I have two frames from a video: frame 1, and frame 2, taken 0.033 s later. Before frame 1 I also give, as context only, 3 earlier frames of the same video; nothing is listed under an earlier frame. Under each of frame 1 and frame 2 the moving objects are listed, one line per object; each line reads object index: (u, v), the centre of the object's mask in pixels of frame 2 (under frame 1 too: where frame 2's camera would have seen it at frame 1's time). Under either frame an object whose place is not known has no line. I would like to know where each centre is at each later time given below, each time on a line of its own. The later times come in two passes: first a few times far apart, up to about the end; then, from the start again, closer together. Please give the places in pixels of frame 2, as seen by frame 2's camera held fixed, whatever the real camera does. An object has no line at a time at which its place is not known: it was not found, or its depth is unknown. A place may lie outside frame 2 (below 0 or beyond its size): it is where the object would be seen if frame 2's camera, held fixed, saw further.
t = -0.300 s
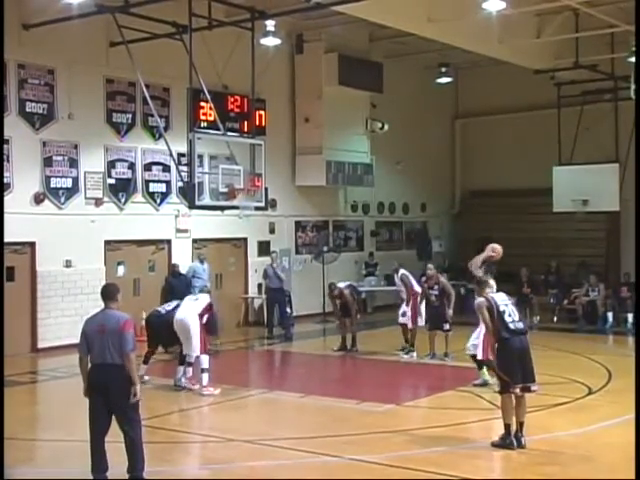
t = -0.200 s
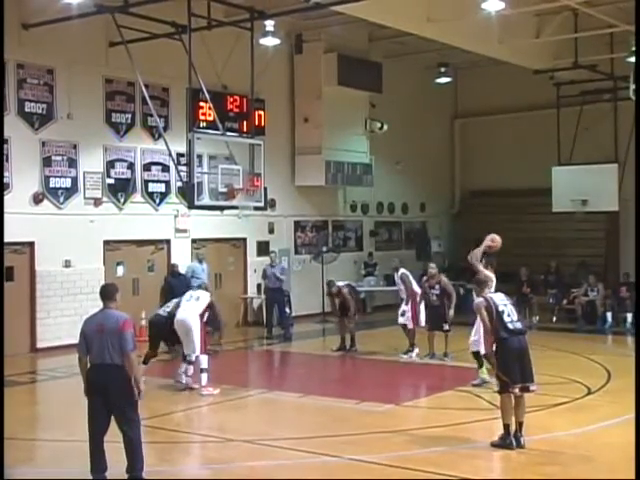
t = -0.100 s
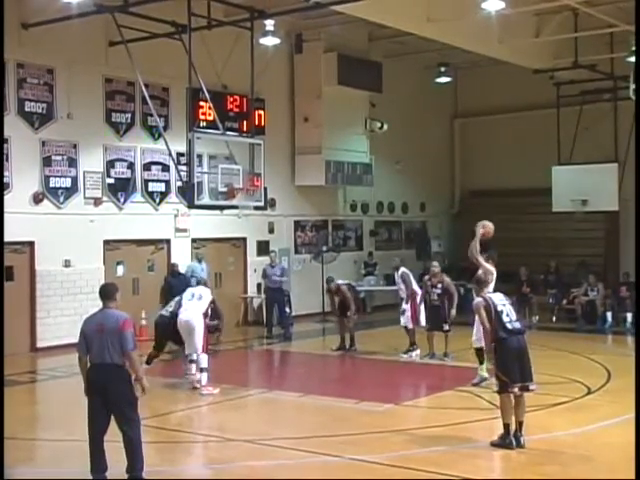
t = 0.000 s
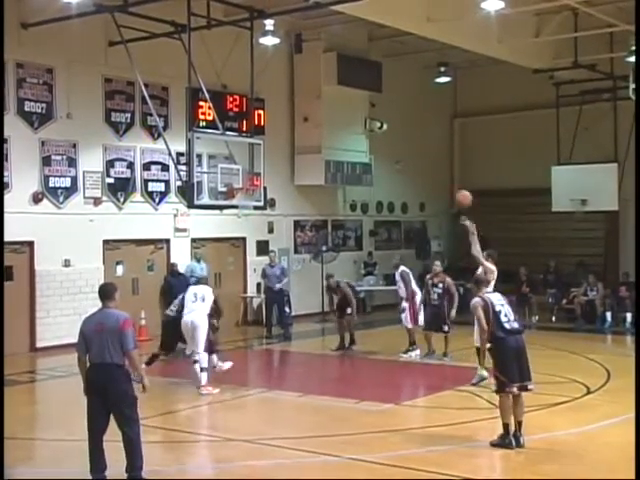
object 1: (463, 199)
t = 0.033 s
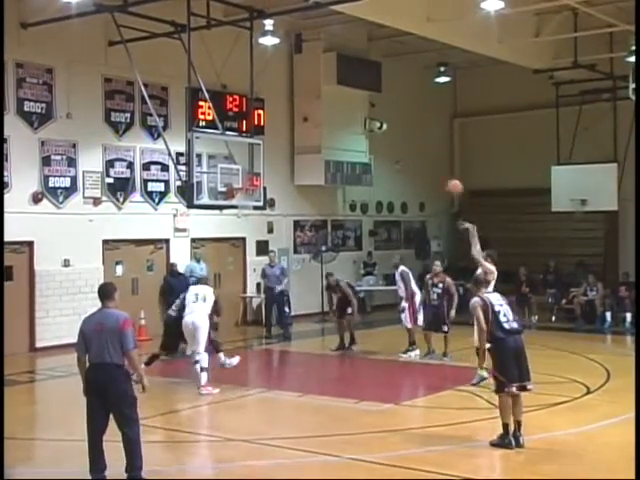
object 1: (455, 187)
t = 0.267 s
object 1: (393, 136)
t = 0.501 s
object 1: (338, 124)
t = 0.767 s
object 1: (283, 148)
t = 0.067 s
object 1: (445, 177)
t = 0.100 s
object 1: (436, 168)
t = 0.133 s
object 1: (428, 160)
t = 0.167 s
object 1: (419, 153)
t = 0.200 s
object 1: (410, 146)
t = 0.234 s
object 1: (402, 140)
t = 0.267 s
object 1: (393, 136)
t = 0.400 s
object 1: (361, 125)
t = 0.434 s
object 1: (354, 123)
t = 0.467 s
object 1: (345, 124)
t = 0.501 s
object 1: (338, 124)
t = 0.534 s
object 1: (333, 124)
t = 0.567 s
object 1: (325, 125)
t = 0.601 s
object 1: (317, 128)
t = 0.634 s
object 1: (310, 131)
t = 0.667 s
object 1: (303, 135)
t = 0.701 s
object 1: (296, 138)
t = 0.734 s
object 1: (290, 142)
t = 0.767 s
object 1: (283, 148)
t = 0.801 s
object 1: (276, 154)
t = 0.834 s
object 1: (270, 161)
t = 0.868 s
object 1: (264, 167)
